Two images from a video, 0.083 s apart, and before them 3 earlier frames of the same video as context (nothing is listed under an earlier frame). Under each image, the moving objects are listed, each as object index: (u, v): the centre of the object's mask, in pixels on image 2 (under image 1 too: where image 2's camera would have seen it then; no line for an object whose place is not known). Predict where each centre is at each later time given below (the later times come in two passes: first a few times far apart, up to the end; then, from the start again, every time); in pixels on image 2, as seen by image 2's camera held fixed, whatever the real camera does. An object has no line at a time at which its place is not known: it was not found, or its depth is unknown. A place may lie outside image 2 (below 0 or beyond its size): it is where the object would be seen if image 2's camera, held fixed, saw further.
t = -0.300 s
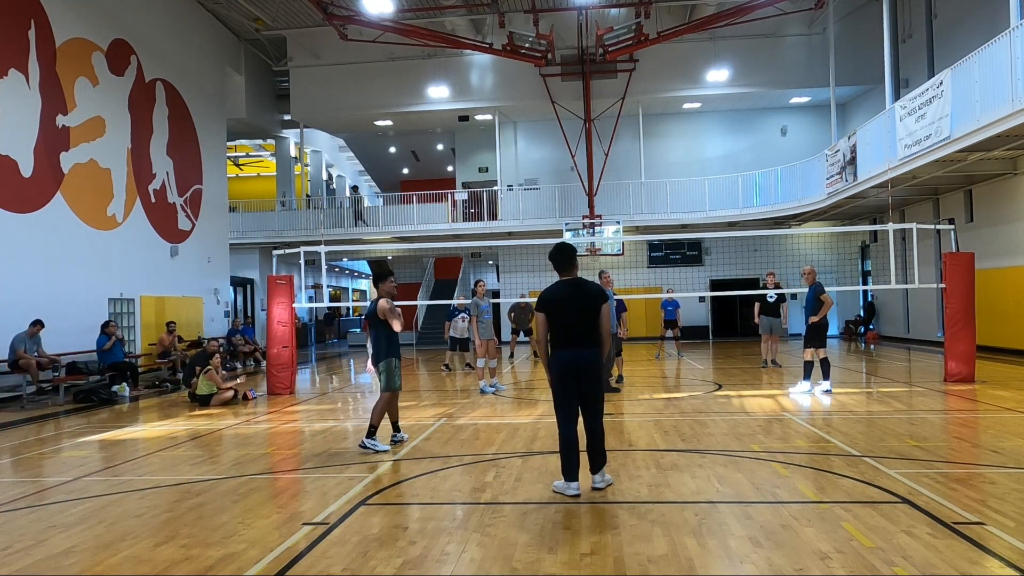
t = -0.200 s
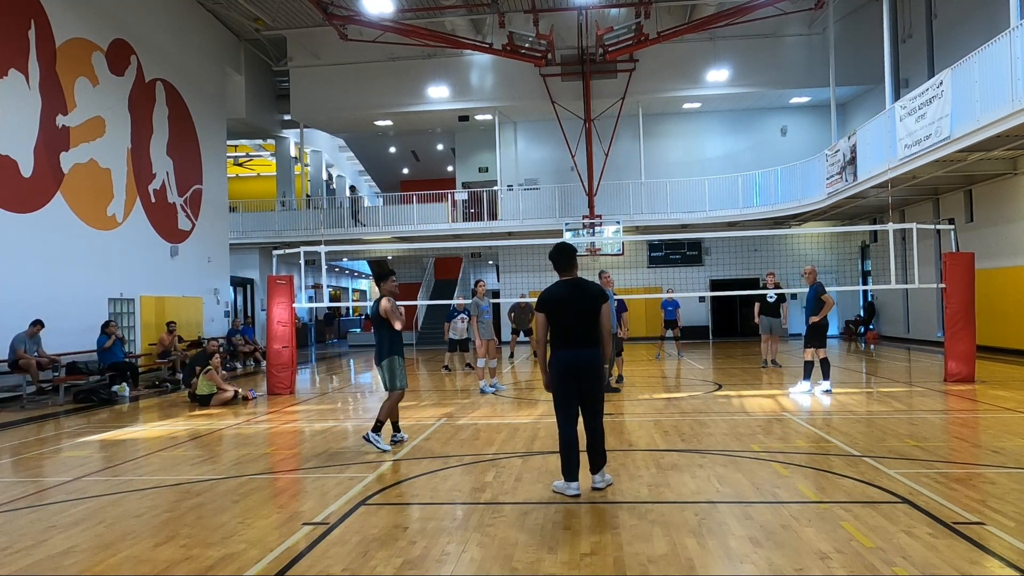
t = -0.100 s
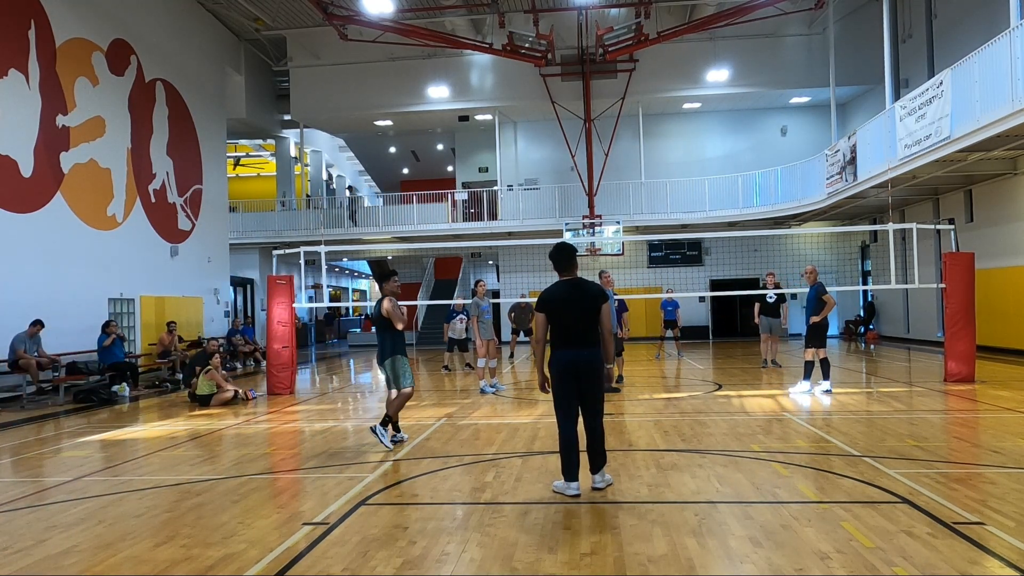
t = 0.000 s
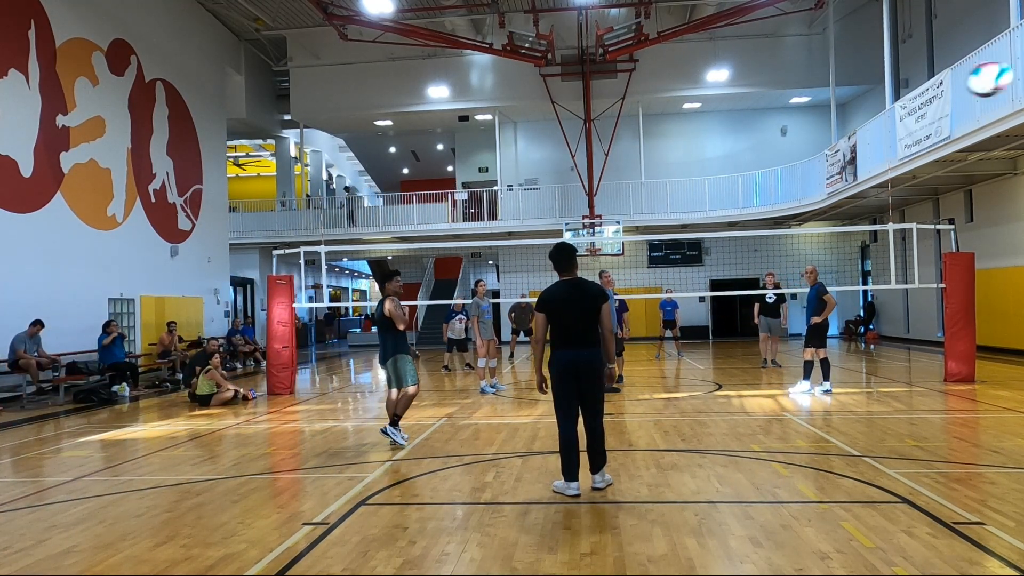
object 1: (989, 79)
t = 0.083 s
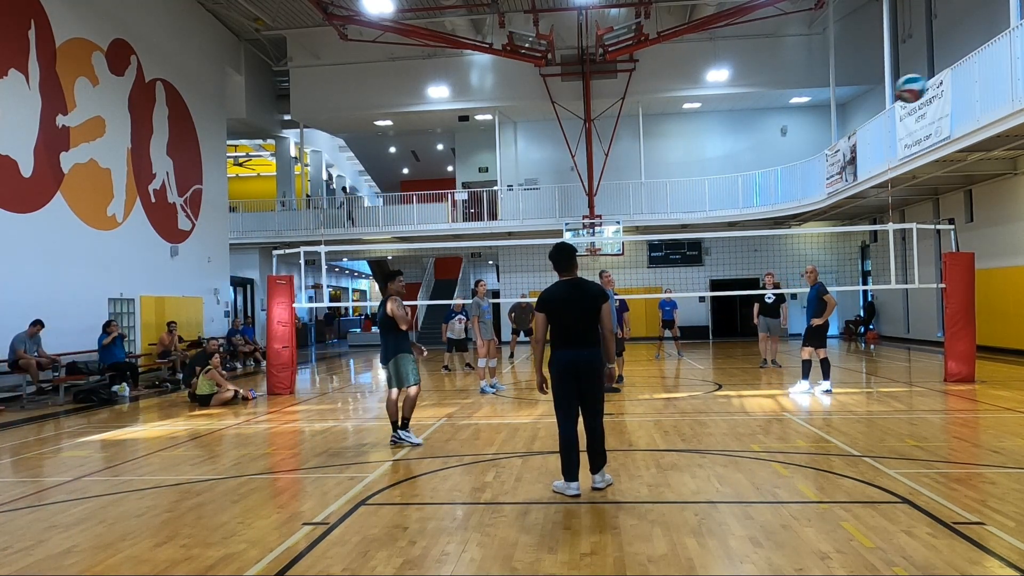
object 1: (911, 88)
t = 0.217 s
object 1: (839, 109)
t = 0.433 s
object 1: (780, 148)
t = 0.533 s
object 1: (763, 168)
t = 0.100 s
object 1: (899, 90)
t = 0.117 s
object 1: (888, 93)
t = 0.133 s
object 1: (879, 96)
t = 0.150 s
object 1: (870, 98)
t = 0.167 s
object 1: (862, 101)
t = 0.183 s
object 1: (853, 103)
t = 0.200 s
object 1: (846, 106)
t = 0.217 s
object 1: (839, 109)
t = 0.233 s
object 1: (833, 111)
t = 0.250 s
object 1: (827, 114)
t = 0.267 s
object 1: (821, 117)
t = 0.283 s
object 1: (816, 119)
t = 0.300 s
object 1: (811, 122)
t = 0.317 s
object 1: (806, 125)
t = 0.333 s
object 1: (801, 128)
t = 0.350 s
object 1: (797, 132)
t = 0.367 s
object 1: (793, 135)
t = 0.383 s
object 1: (790, 138)
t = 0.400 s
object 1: (786, 141)
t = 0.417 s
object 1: (783, 145)
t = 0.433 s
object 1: (780, 148)
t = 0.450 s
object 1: (777, 152)
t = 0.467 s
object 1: (774, 155)
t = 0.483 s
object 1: (771, 158)
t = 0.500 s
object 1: (768, 162)
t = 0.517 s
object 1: (766, 165)
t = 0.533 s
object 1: (763, 168)
